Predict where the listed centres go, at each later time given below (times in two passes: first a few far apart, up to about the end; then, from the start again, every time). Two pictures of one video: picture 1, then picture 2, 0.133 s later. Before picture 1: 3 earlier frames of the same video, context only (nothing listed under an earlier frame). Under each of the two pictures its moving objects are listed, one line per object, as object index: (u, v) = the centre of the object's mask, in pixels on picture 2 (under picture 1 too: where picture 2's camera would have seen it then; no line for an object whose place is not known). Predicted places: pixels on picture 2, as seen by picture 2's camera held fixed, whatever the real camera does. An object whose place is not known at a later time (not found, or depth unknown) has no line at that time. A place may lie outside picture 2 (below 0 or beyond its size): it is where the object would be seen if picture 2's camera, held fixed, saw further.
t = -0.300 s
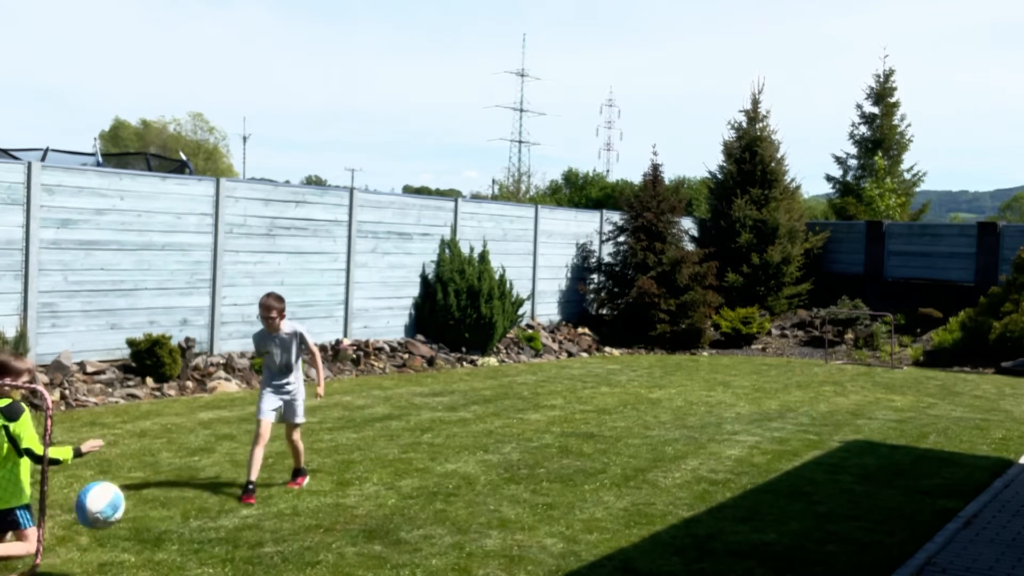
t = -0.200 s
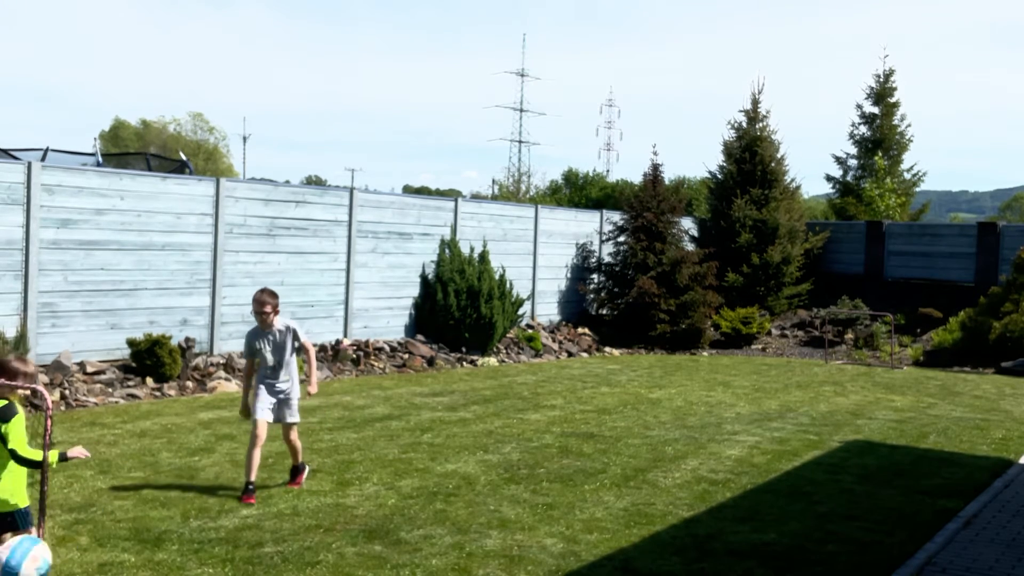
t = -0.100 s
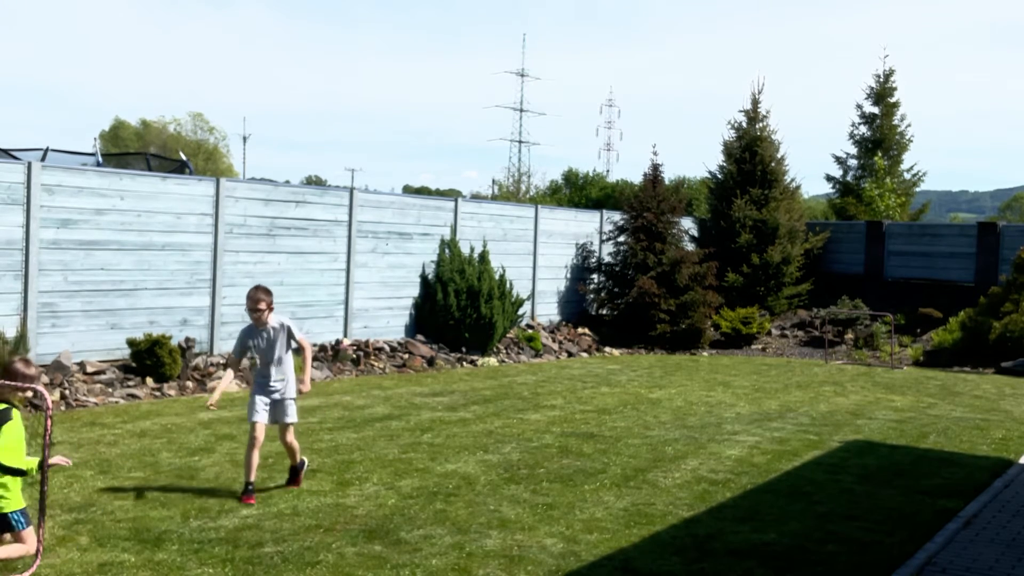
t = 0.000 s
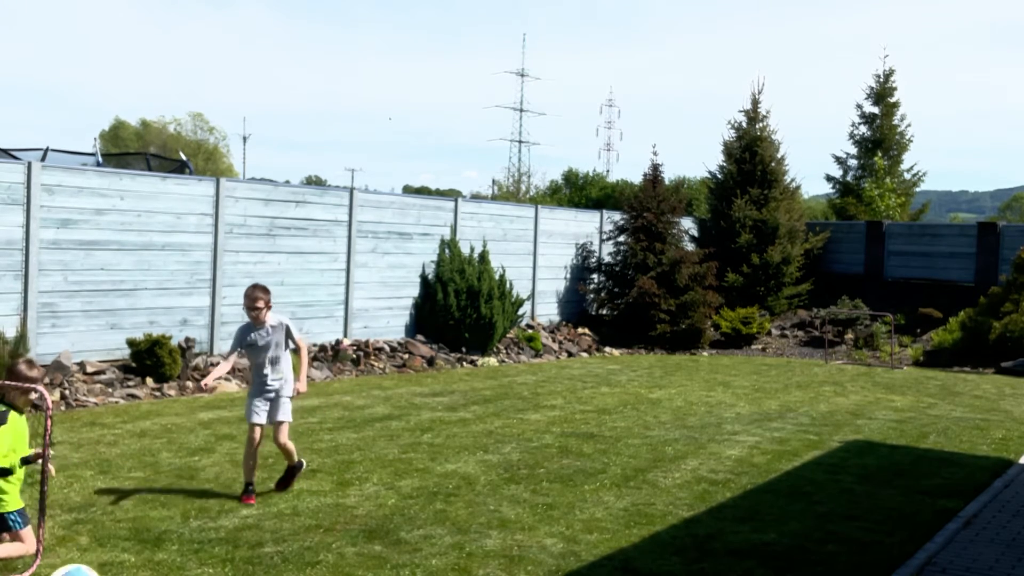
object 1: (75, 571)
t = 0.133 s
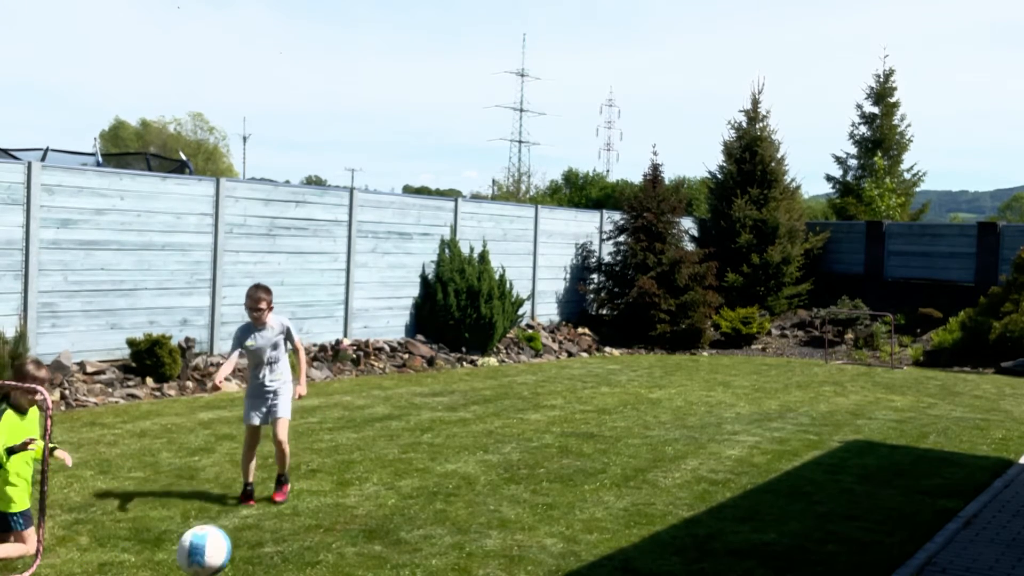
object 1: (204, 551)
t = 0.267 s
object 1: (314, 553)
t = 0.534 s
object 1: (491, 533)
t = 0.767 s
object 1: (610, 524)
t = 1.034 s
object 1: (715, 505)
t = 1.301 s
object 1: (796, 496)
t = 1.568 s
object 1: (858, 487)
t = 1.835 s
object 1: (907, 478)
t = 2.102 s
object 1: (947, 473)
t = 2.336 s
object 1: (976, 467)
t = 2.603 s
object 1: (1001, 463)
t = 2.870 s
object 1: (1005, 460)
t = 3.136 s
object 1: (1008, 455)
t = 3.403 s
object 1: (1012, 453)
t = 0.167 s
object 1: (234, 547)
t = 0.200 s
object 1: (262, 547)
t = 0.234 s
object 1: (289, 549)
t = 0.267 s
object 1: (314, 553)
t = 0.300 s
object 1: (338, 557)
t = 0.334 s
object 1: (363, 562)
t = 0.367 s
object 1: (386, 560)
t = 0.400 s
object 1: (408, 553)
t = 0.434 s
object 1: (429, 545)
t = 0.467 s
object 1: (450, 538)
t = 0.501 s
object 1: (471, 534)
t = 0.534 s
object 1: (491, 533)
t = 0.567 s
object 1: (510, 534)
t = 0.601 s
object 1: (527, 536)
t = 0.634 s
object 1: (545, 540)
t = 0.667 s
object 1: (563, 540)
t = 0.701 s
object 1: (579, 533)
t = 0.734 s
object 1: (595, 527)
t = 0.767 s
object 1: (610, 524)
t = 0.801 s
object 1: (625, 521)
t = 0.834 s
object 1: (639, 521)
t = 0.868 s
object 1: (653, 522)
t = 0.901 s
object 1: (667, 523)
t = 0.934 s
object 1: (680, 520)
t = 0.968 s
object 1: (692, 515)
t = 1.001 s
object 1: (703, 508)
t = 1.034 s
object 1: (715, 505)
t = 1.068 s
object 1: (726, 505)
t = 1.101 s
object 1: (736, 505)
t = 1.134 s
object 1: (747, 507)
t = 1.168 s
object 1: (757, 507)
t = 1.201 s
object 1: (767, 504)
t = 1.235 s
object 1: (777, 501)
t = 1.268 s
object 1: (786, 498)
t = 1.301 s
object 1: (796, 496)
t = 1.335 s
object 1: (804, 496)
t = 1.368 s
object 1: (813, 494)
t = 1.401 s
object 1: (822, 494)
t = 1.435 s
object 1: (829, 492)
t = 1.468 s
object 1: (837, 490)
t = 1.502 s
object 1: (844, 489)
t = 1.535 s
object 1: (851, 487)
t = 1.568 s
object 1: (858, 487)
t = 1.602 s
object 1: (865, 486)
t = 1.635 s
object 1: (872, 484)
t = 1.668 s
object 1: (878, 483)
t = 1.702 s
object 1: (885, 482)
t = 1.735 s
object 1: (891, 479)
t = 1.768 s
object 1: (896, 477)
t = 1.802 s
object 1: (902, 477)
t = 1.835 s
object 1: (907, 478)
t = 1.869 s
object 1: (913, 478)
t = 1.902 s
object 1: (919, 477)
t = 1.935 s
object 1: (924, 474)
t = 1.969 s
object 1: (929, 472)
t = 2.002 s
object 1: (934, 471)
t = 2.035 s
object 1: (939, 471)
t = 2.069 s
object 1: (943, 473)
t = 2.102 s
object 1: (947, 473)
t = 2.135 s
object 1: (952, 472)
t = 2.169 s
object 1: (957, 471)
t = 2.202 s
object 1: (961, 469)
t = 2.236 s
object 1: (965, 468)
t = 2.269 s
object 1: (969, 467)
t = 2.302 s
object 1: (973, 467)
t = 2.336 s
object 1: (976, 467)
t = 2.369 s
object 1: (980, 466)
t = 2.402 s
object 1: (984, 467)
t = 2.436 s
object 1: (987, 466)
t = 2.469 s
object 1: (990, 465)
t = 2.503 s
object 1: (993, 464)
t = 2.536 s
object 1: (996, 466)
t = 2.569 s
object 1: (999, 465)
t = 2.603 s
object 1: (1001, 463)
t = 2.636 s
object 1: (1002, 462)
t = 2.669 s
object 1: (1002, 461)
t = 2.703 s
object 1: (1002, 461)
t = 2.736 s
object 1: (1002, 463)
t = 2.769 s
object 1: (1004, 462)
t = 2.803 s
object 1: (1005, 460)
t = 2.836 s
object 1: (1005, 460)
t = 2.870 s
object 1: (1005, 460)
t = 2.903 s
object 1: (1006, 459)
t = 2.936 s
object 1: (1006, 459)
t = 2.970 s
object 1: (1006, 458)
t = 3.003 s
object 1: (1006, 458)
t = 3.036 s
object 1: (1007, 457)
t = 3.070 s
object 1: (1007, 457)
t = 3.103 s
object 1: (1008, 457)
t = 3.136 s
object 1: (1008, 455)
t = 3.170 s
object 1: (1009, 455)
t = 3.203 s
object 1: (1010, 455)
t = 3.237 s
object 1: (1011, 455)
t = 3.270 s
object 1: (1012, 454)
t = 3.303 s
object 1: (1012, 454)
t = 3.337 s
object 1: (1012, 453)
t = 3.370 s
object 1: (1012, 454)
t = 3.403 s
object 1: (1012, 453)
